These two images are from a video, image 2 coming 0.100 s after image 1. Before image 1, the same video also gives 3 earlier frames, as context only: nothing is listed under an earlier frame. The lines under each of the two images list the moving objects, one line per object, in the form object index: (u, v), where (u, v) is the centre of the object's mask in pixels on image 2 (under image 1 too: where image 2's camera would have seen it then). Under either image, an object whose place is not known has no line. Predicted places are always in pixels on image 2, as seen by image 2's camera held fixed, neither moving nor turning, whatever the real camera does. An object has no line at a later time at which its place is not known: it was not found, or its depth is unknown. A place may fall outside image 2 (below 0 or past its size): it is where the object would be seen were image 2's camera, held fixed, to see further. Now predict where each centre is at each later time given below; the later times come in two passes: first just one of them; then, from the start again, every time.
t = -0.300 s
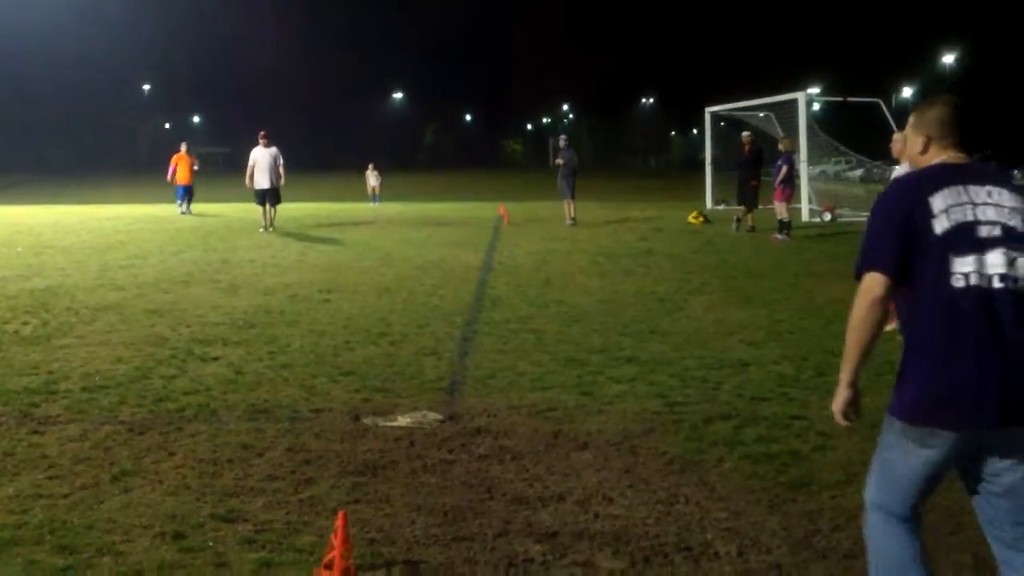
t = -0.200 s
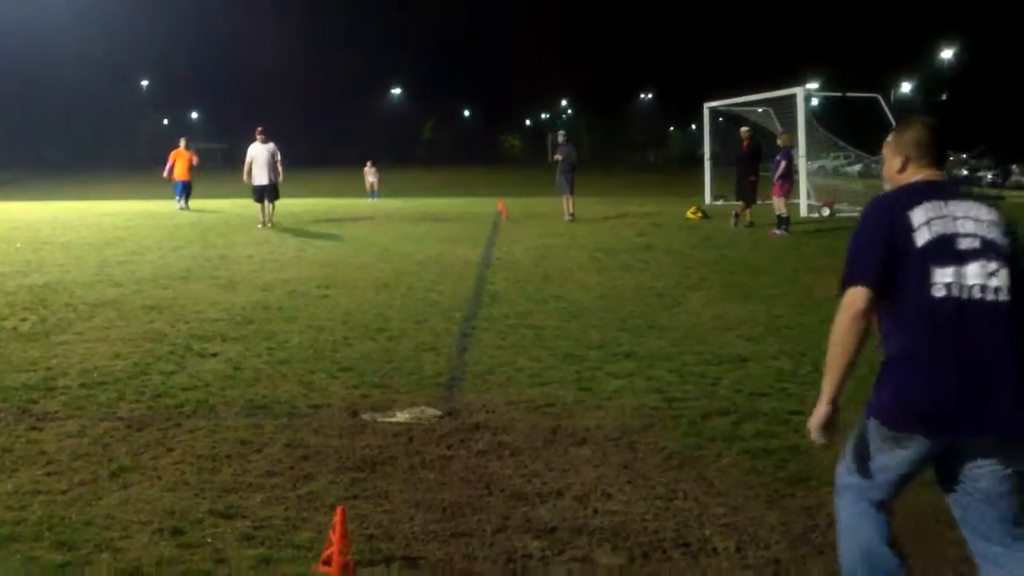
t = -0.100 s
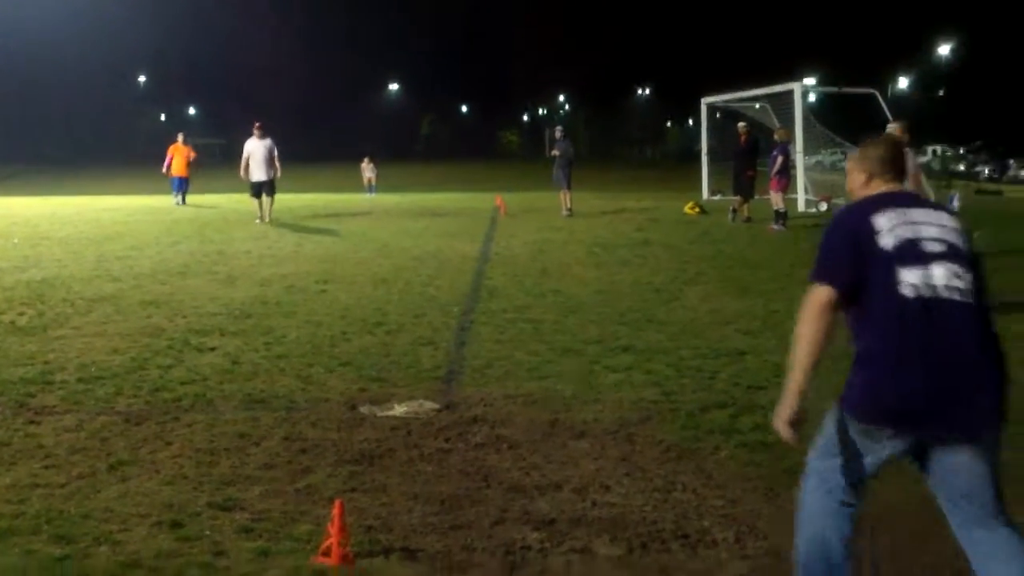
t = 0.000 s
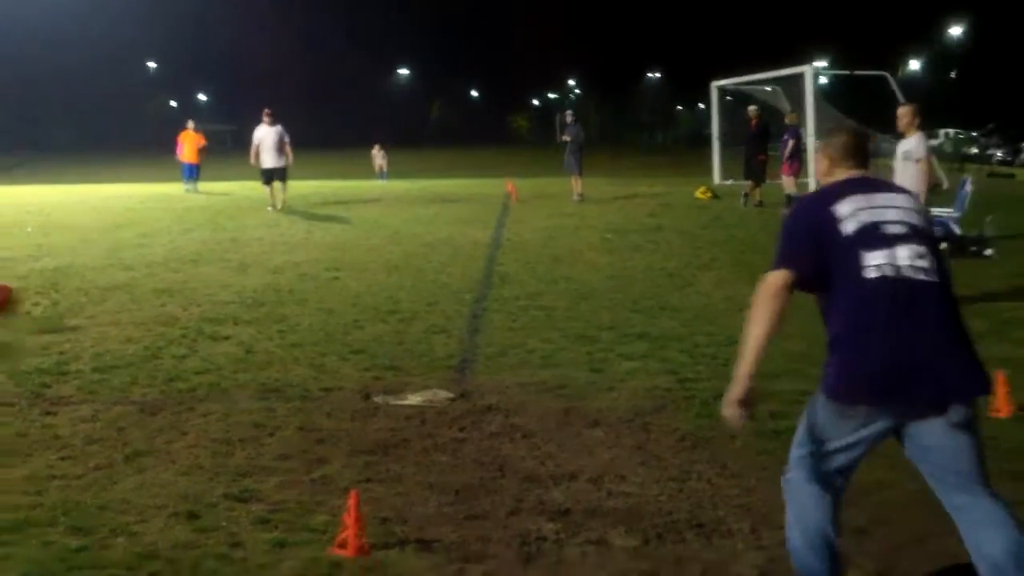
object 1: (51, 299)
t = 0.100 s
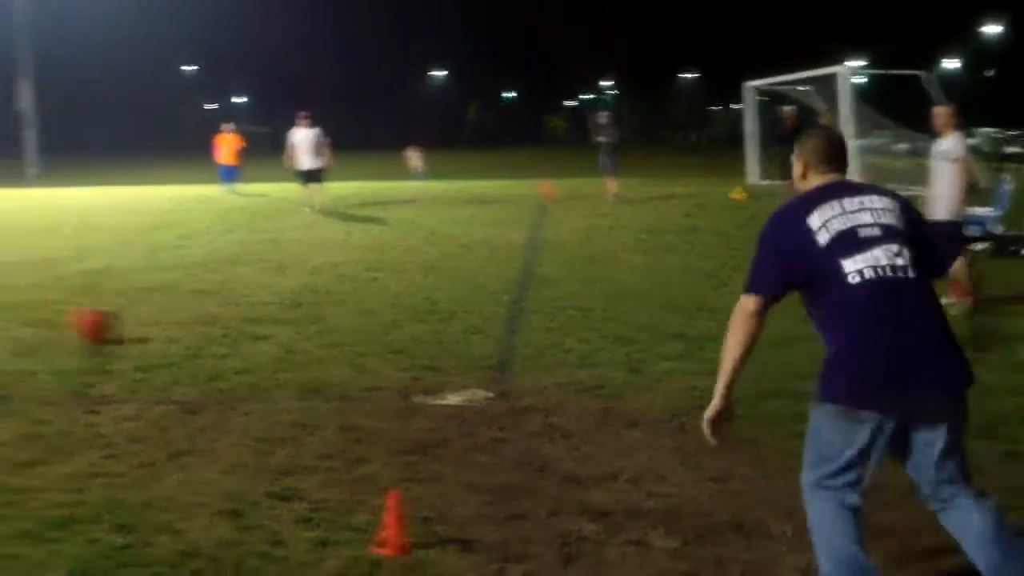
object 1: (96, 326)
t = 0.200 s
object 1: (153, 332)
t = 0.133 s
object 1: (112, 334)
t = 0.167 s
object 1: (132, 334)
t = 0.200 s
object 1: (153, 332)
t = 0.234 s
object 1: (172, 331)
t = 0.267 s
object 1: (191, 332)
